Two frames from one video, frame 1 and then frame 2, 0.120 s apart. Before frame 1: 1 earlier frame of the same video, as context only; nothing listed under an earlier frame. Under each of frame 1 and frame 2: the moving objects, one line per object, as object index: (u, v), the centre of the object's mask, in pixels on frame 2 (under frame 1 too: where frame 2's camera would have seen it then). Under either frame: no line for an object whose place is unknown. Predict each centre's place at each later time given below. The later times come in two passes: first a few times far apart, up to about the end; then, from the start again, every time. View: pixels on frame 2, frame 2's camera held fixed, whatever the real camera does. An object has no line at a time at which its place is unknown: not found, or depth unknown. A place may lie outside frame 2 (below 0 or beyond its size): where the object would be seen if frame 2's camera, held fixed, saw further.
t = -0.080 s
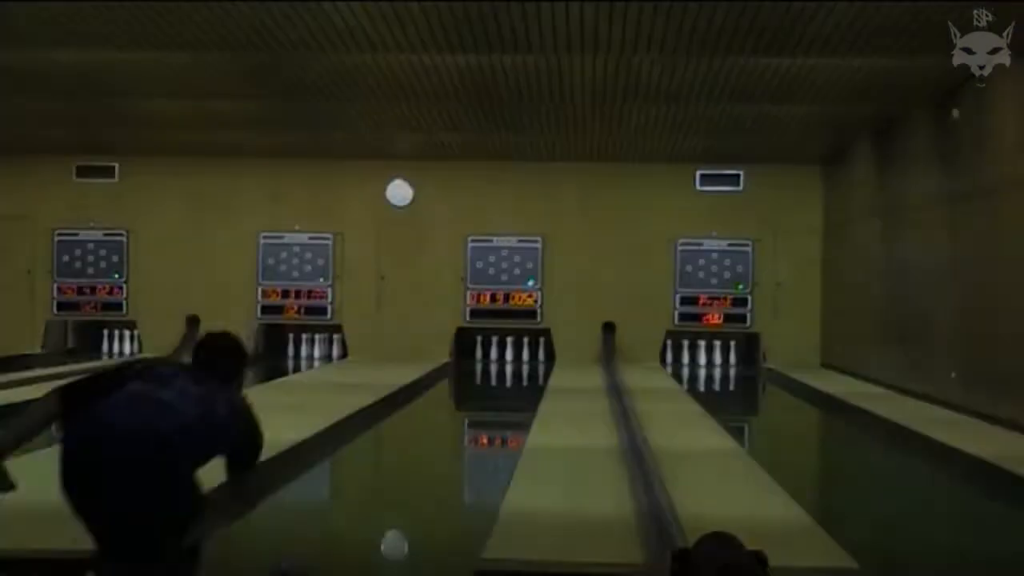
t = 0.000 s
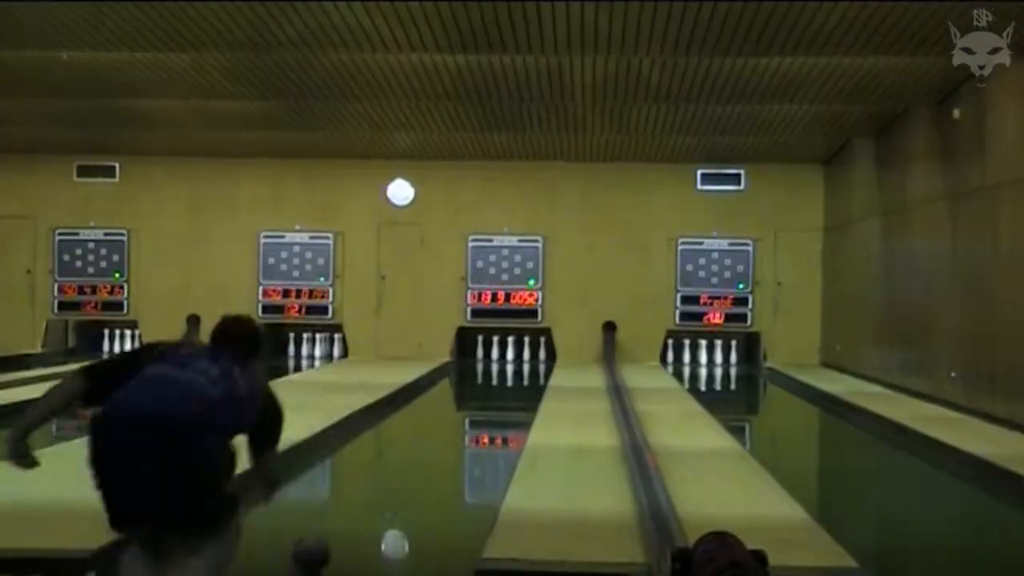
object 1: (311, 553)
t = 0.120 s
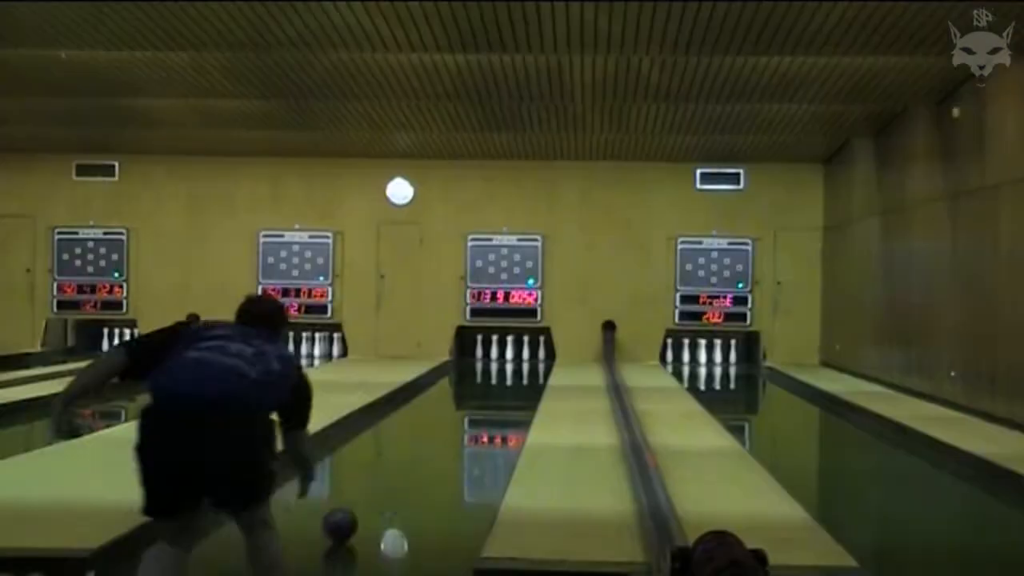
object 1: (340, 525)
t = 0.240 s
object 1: (364, 500)
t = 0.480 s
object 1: (398, 464)
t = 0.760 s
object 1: (426, 438)
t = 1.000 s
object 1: (445, 420)
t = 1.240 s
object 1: (458, 408)
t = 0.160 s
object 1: (349, 516)
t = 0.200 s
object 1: (356, 507)
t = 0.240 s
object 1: (364, 500)
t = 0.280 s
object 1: (371, 492)
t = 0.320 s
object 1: (377, 485)
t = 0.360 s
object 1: (383, 480)
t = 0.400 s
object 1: (388, 474)
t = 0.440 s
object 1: (393, 469)
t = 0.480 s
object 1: (398, 464)
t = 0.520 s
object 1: (403, 460)
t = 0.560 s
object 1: (407, 455)
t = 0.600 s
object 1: (412, 451)
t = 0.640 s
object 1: (416, 448)
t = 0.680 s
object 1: (419, 444)
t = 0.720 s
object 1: (423, 441)
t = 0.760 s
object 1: (426, 438)
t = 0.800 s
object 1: (431, 435)
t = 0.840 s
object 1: (433, 432)
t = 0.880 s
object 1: (437, 429)
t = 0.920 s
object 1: (439, 425)
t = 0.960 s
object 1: (442, 423)
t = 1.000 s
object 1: (445, 420)
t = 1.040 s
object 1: (448, 418)
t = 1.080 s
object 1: (450, 415)
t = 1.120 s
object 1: (452, 414)
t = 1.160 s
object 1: (454, 411)
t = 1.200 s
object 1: (456, 410)
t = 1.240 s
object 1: (458, 408)
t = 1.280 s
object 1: (460, 406)
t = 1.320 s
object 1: (462, 403)
